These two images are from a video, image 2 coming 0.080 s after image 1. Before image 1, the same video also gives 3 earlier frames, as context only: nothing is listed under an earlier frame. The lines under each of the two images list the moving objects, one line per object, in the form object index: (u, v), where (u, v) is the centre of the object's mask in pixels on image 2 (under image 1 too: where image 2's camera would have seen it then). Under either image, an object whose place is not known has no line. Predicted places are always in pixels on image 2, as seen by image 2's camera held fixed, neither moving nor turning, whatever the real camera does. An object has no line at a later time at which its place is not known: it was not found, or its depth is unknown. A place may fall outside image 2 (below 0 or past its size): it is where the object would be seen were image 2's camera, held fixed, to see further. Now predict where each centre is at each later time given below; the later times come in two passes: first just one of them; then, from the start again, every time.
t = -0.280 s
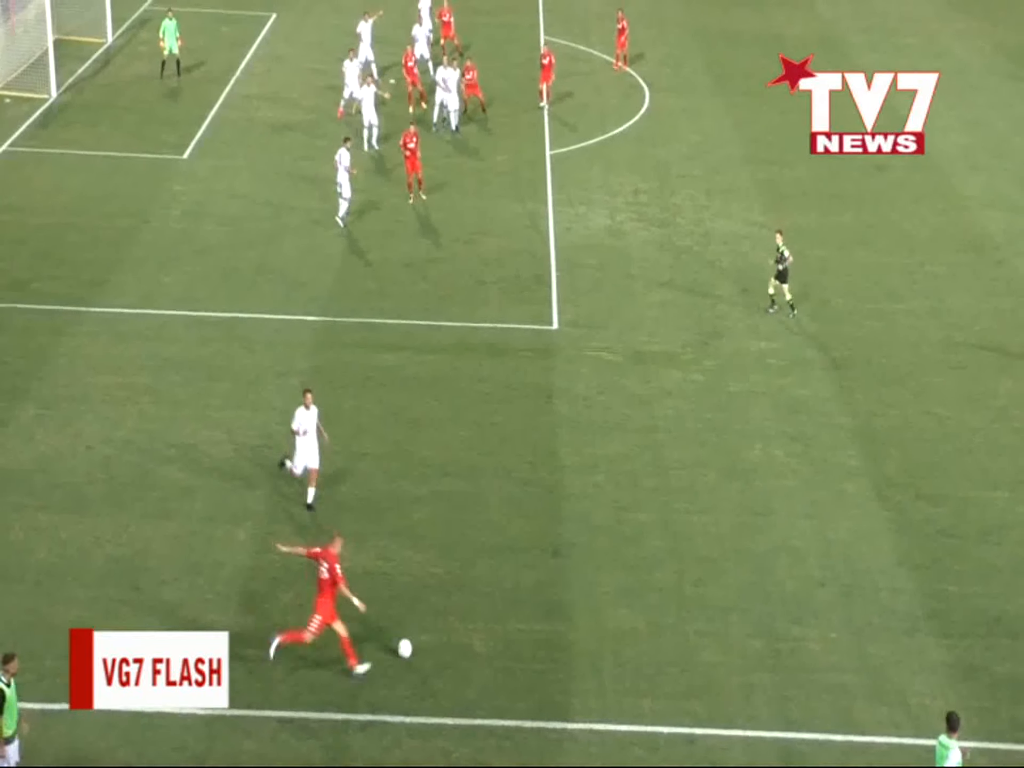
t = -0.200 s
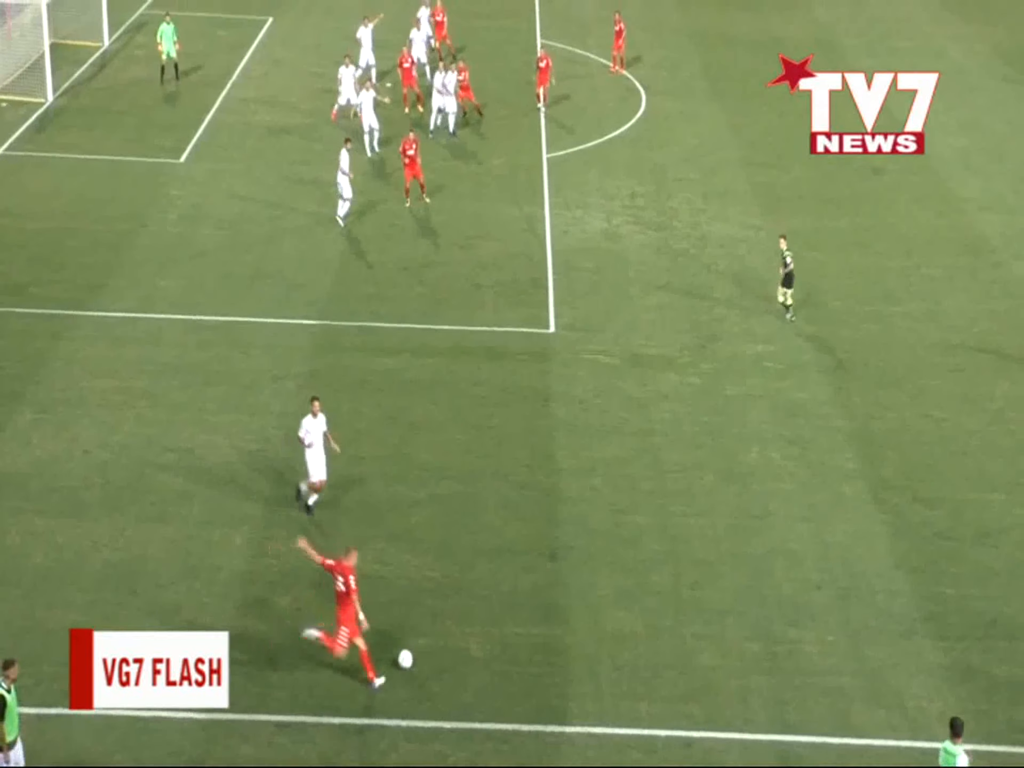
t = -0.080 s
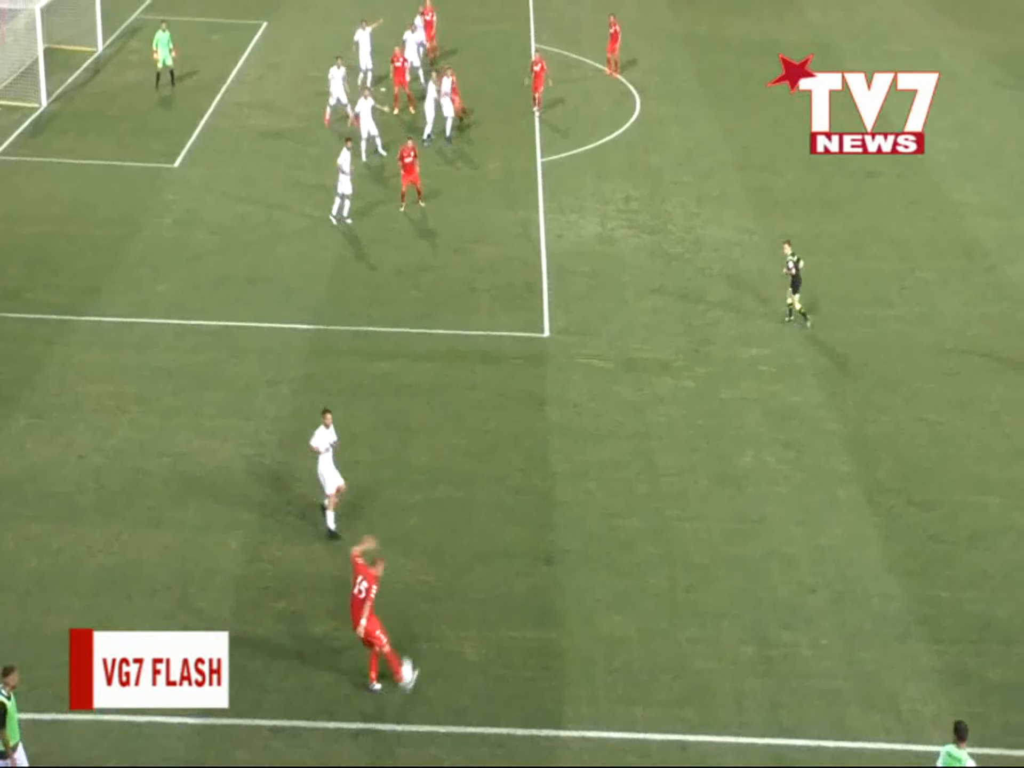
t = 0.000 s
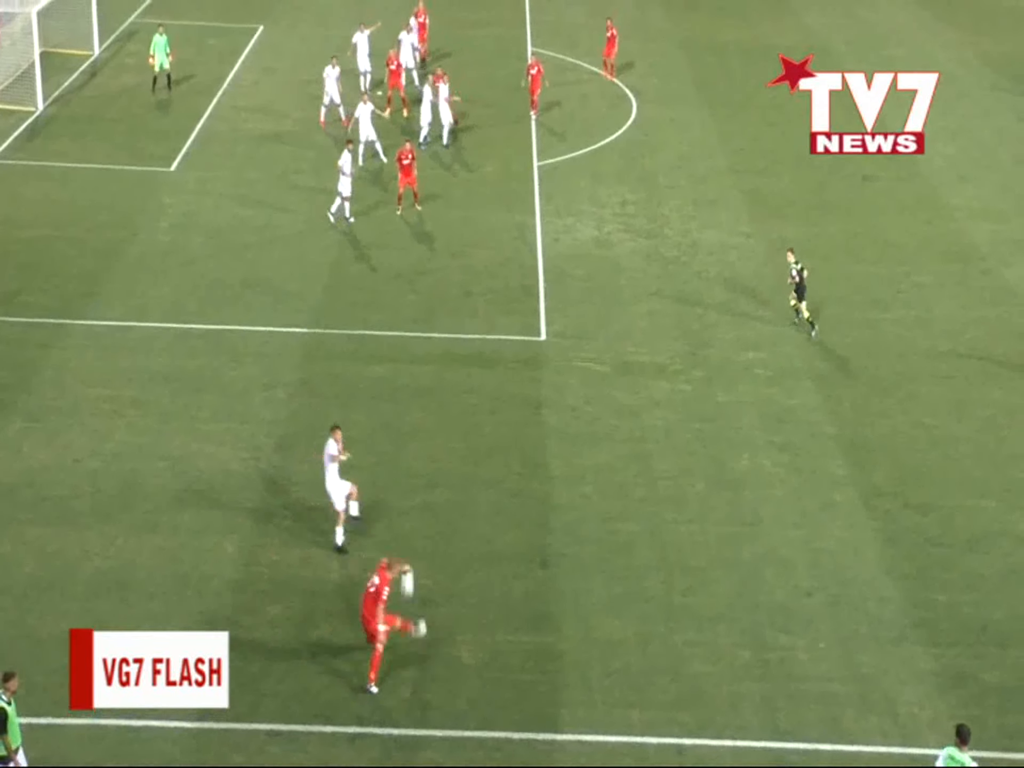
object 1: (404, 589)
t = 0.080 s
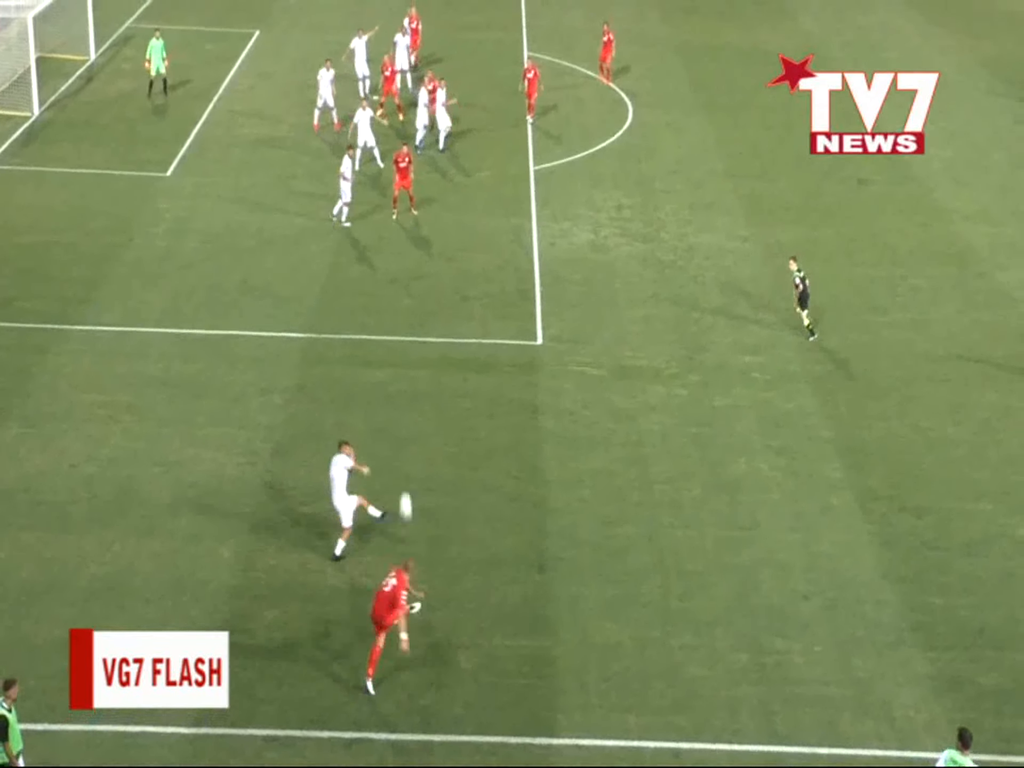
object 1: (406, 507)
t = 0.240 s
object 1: (402, 387)
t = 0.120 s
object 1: (406, 472)
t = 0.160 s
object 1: (405, 440)
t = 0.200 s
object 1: (404, 412)
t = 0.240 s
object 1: (402, 387)
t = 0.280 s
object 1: (399, 364)
